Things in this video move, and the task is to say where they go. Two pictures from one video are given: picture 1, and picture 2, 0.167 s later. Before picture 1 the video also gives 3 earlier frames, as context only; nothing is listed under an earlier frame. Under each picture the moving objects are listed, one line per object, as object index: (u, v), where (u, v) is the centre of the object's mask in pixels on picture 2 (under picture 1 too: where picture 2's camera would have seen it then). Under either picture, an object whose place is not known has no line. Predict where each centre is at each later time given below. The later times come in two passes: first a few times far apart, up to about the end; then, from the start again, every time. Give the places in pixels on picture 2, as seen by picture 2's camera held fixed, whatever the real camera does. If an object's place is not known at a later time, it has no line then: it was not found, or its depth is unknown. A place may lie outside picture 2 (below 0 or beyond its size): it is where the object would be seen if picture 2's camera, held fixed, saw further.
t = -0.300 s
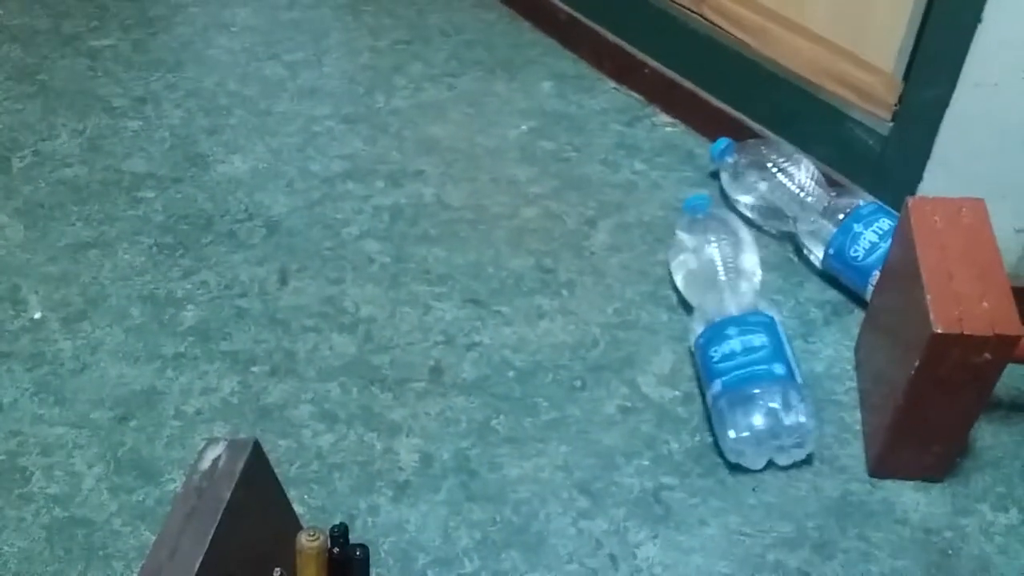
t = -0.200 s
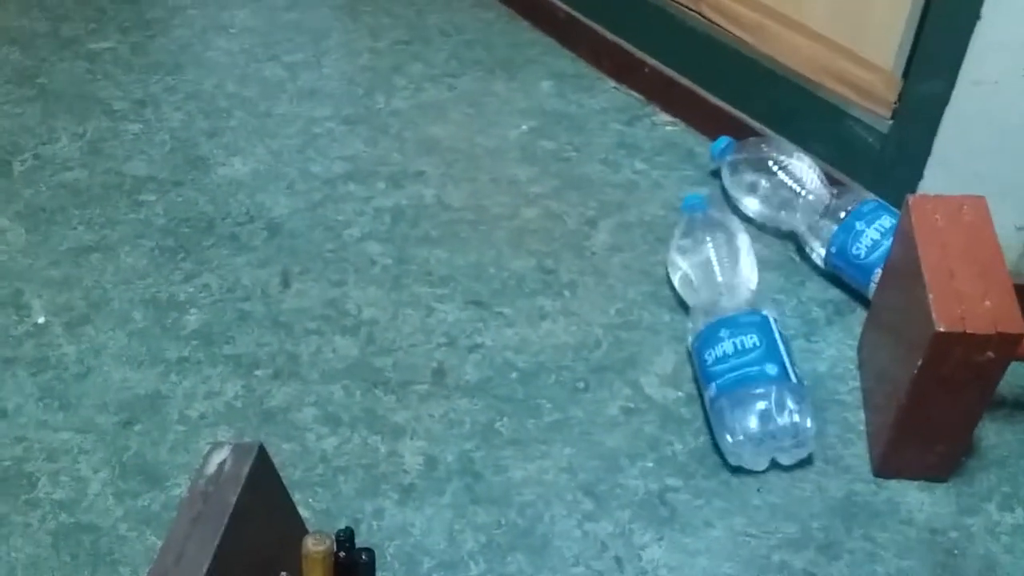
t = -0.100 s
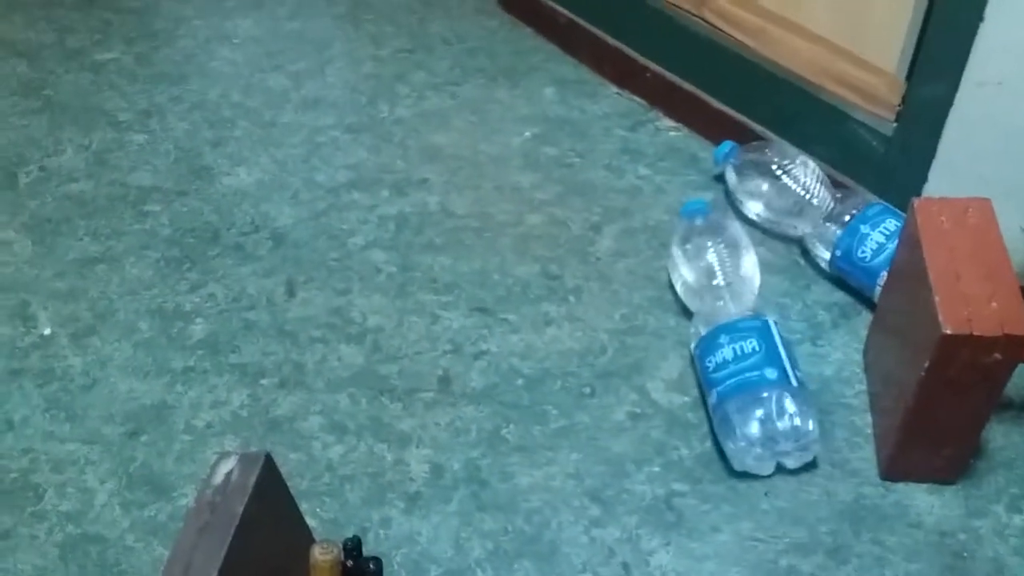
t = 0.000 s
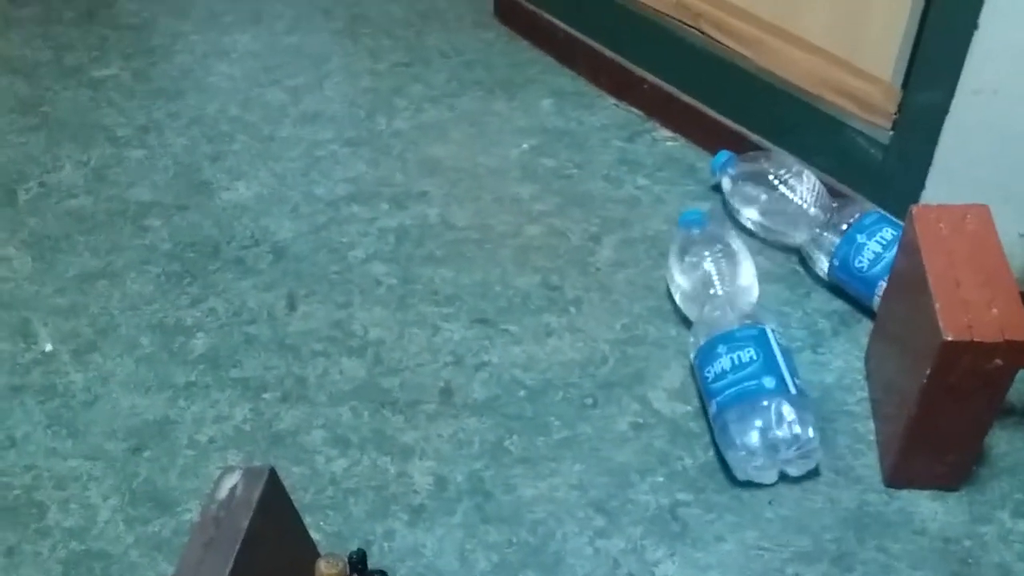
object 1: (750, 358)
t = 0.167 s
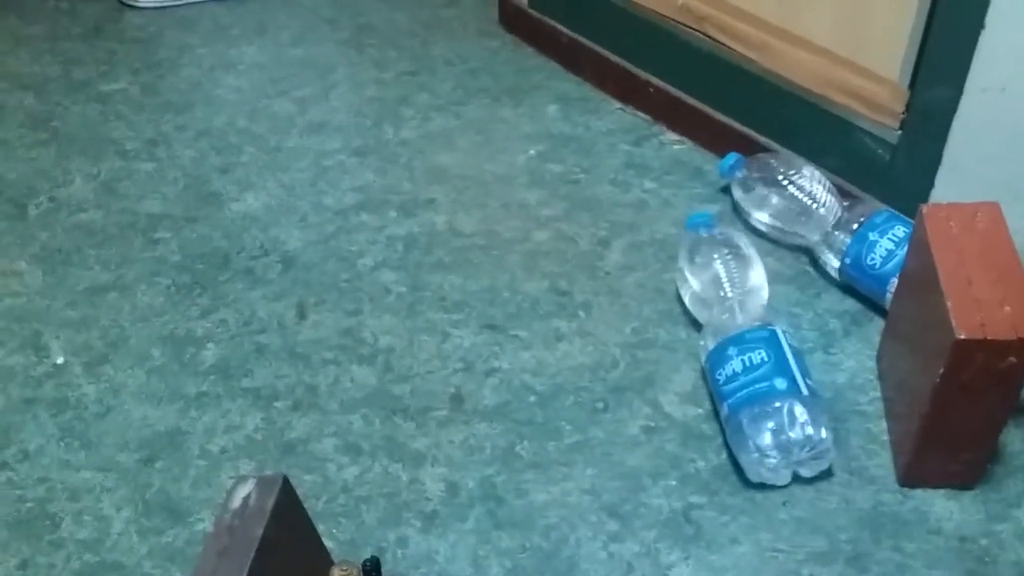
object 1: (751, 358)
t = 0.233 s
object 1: (750, 358)
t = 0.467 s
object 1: (745, 359)
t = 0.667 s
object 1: (731, 361)
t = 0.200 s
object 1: (750, 358)
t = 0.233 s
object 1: (750, 358)
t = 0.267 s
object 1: (750, 358)
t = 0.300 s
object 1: (749, 358)
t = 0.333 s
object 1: (749, 359)
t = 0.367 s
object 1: (748, 359)
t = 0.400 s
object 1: (748, 360)
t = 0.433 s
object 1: (746, 359)
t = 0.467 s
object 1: (745, 359)
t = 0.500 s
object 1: (743, 359)
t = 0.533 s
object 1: (742, 359)
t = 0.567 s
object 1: (740, 360)
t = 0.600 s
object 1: (738, 360)
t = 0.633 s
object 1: (734, 361)
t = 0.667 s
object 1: (731, 361)
